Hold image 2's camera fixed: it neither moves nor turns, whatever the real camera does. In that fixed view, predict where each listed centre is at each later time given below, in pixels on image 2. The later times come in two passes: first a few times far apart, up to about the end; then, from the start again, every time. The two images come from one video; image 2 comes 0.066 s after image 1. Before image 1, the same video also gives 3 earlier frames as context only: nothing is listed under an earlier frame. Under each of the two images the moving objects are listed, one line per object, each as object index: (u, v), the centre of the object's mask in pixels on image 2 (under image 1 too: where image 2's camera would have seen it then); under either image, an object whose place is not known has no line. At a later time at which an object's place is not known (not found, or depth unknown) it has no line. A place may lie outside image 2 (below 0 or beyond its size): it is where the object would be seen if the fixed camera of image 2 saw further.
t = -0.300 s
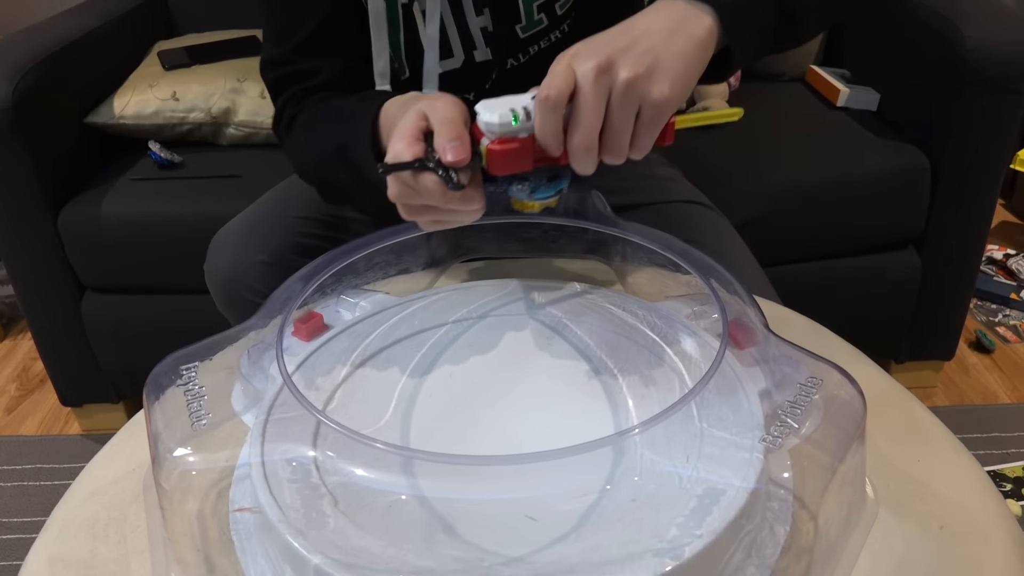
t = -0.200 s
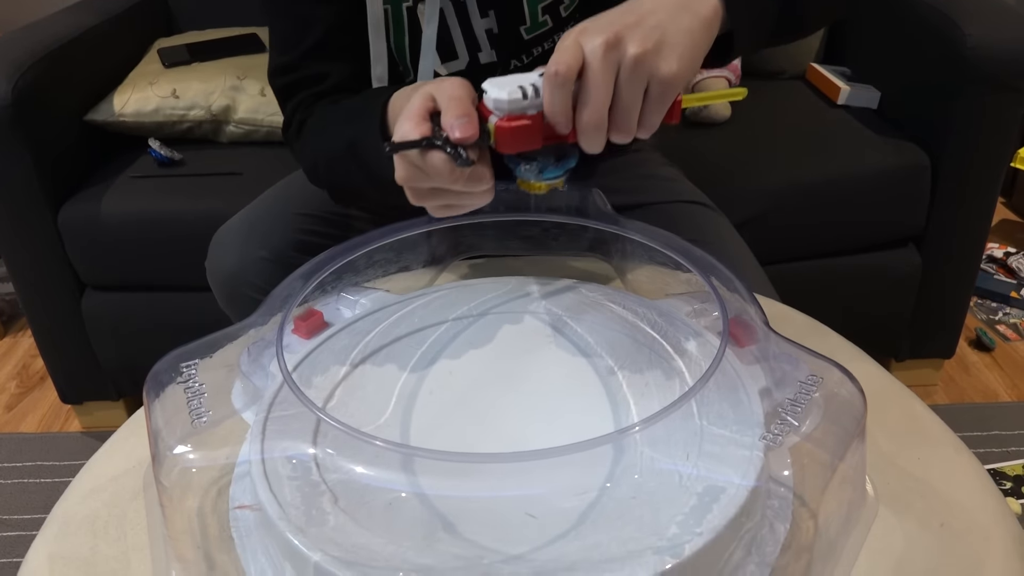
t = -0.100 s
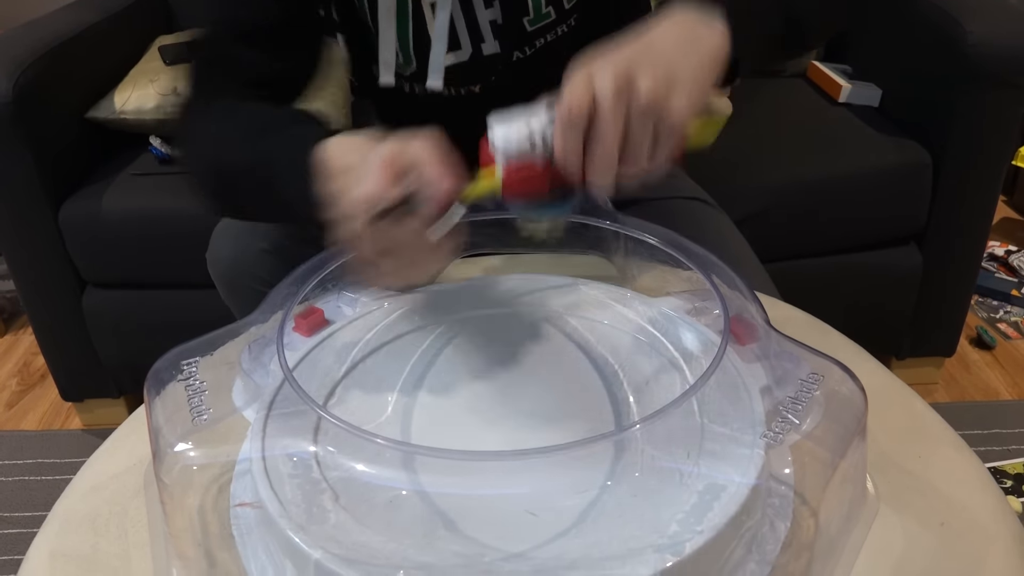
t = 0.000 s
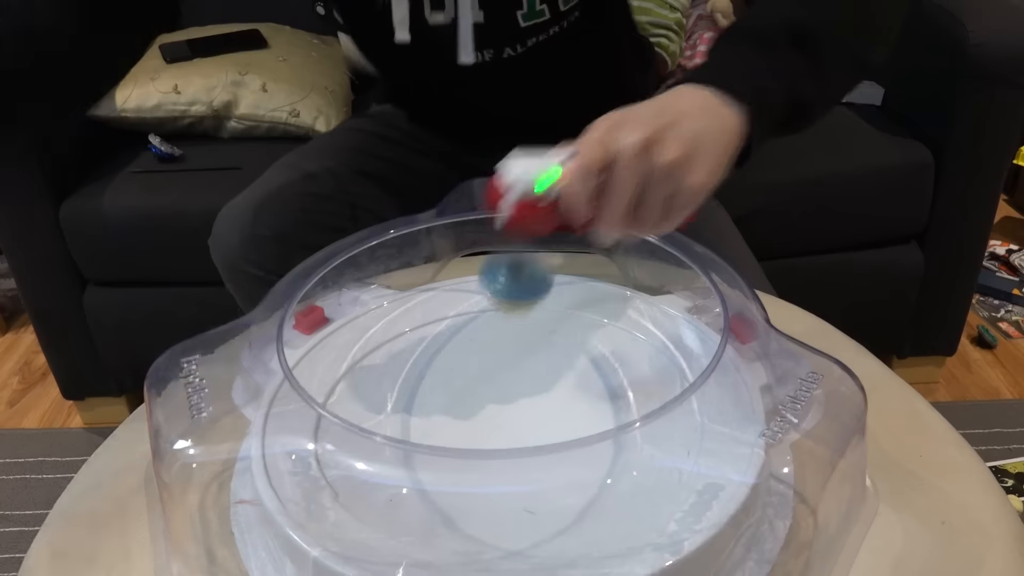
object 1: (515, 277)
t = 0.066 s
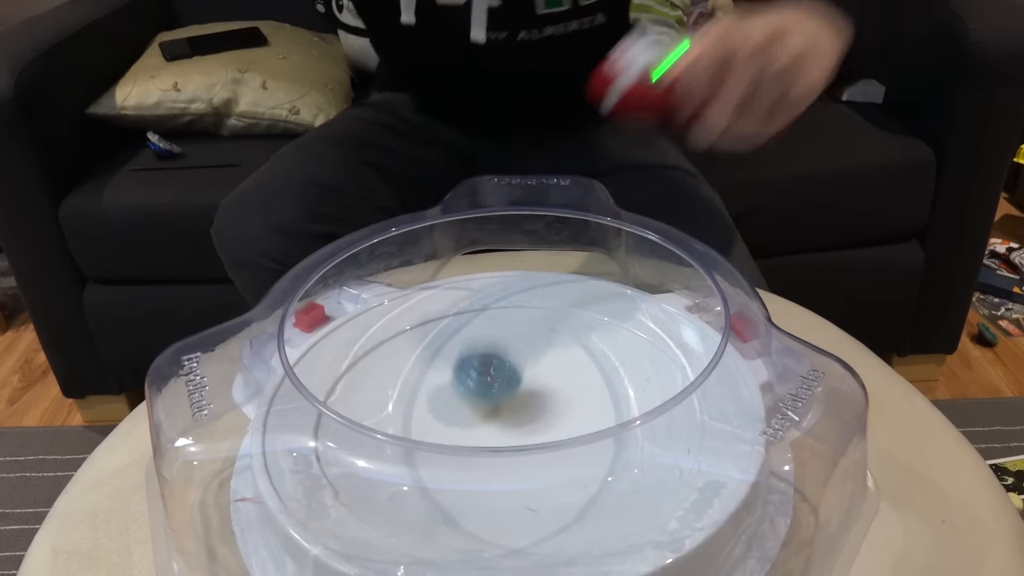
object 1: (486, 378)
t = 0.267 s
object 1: (433, 412)
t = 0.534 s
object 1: (488, 418)
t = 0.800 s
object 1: (593, 362)
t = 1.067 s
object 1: (541, 355)
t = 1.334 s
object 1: (463, 408)
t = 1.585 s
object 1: (517, 443)
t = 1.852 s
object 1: (595, 405)
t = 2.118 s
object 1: (551, 376)
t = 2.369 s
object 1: (466, 417)
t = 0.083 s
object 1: (481, 375)
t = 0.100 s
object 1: (475, 368)
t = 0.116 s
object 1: (469, 365)
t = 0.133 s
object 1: (463, 365)
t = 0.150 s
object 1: (457, 367)
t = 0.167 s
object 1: (452, 374)
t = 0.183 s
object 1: (447, 384)
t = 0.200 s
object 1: (442, 398)
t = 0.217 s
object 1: (438, 413)
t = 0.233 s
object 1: (435, 410)
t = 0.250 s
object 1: (434, 409)
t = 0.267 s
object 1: (433, 412)
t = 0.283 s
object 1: (432, 417)
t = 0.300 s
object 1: (433, 420)
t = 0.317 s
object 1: (434, 418)
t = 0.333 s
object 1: (435, 419)
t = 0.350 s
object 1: (437, 422)
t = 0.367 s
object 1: (439, 422)
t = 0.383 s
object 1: (441, 422)
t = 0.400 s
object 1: (444, 423)
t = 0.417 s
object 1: (448, 423)
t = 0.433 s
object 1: (452, 423)
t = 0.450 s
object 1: (456, 423)
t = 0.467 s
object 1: (462, 422)
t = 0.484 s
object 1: (467, 422)
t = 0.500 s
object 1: (474, 421)
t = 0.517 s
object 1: (481, 420)
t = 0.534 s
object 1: (488, 418)
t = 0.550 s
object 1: (496, 416)
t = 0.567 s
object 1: (505, 414)
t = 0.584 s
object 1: (513, 412)
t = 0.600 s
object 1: (521, 408)
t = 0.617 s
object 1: (530, 405)
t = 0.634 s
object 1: (538, 402)
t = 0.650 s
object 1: (546, 398)
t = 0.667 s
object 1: (554, 394)
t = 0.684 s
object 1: (561, 390)
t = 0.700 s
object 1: (567, 386)
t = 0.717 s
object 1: (574, 381)
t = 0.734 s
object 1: (579, 377)
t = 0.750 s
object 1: (584, 373)
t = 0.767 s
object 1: (588, 369)
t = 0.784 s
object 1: (591, 366)
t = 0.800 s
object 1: (593, 362)
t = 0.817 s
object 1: (595, 360)
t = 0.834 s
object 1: (595, 356)
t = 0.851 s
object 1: (596, 355)
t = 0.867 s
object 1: (595, 353)
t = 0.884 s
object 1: (593, 351)
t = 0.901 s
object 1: (590, 350)
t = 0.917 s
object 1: (587, 350)
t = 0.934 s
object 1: (584, 349)
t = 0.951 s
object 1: (580, 349)
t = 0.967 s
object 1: (576, 348)
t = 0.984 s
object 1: (571, 348)
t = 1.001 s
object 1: (566, 349)
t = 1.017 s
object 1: (560, 350)
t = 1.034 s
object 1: (554, 351)
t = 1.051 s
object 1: (548, 352)
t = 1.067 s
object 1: (541, 355)
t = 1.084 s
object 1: (534, 356)
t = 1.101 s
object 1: (527, 358)
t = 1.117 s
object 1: (520, 361)
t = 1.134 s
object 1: (514, 364)
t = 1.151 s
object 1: (507, 367)
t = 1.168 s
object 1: (501, 371)
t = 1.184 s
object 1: (495, 374)
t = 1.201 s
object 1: (490, 378)
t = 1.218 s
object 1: (485, 381)
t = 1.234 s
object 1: (480, 385)
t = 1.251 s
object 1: (476, 387)
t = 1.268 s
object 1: (472, 392)
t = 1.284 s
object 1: (469, 395)
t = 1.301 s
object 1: (467, 400)
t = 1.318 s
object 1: (465, 403)
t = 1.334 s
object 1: (463, 408)
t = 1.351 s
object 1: (463, 411)
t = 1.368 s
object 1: (463, 414)
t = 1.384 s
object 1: (463, 415)
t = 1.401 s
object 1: (464, 419)
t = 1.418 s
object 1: (466, 420)
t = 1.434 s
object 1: (468, 423)
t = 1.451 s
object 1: (472, 425)
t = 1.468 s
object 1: (475, 426)
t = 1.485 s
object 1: (480, 429)
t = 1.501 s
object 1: (485, 431)
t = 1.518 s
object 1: (491, 431)
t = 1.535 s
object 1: (498, 441)
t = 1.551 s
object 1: (504, 440)
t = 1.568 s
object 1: (510, 444)
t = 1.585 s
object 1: (517, 443)
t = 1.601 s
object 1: (525, 444)
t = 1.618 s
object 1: (531, 440)
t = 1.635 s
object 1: (538, 441)
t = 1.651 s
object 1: (544, 439)
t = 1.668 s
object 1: (550, 439)
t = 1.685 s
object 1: (555, 437)
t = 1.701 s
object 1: (561, 435)
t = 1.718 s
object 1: (566, 424)
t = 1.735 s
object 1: (572, 429)
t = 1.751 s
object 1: (576, 421)
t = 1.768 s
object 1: (580, 417)
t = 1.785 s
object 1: (585, 415)
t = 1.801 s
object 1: (588, 412)
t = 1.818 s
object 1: (591, 410)
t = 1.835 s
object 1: (593, 407)
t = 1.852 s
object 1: (595, 405)
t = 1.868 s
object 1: (596, 402)
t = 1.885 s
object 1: (596, 399)
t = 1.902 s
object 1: (596, 397)
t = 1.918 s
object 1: (594, 392)
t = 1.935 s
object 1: (593, 388)
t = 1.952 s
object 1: (592, 384)
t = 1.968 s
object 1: (590, 382)
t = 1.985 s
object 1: (588, 378)
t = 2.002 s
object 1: (586, 378)
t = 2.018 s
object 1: (583, 375)
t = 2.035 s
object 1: (579, 375)
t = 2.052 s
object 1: (574, 375)
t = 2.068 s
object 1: (569, 375)
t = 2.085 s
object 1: (564, 375)
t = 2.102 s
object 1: (557, 376)
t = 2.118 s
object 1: (551, 376)
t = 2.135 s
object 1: (545, 378)
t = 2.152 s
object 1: (539, 380)
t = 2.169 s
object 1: (532, 382)
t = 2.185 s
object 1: (526, 384)
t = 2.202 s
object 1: (519, 387)
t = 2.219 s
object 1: (513, 389)
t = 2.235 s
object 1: (506, 392)
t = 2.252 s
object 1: (500, 395)
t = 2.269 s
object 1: (494, 398)
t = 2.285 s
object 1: (489, 402)
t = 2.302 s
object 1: (483, 406)
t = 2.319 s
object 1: (478, 409)
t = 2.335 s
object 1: (474, 412)
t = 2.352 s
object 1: (470, 415)
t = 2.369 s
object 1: (466, 417)
